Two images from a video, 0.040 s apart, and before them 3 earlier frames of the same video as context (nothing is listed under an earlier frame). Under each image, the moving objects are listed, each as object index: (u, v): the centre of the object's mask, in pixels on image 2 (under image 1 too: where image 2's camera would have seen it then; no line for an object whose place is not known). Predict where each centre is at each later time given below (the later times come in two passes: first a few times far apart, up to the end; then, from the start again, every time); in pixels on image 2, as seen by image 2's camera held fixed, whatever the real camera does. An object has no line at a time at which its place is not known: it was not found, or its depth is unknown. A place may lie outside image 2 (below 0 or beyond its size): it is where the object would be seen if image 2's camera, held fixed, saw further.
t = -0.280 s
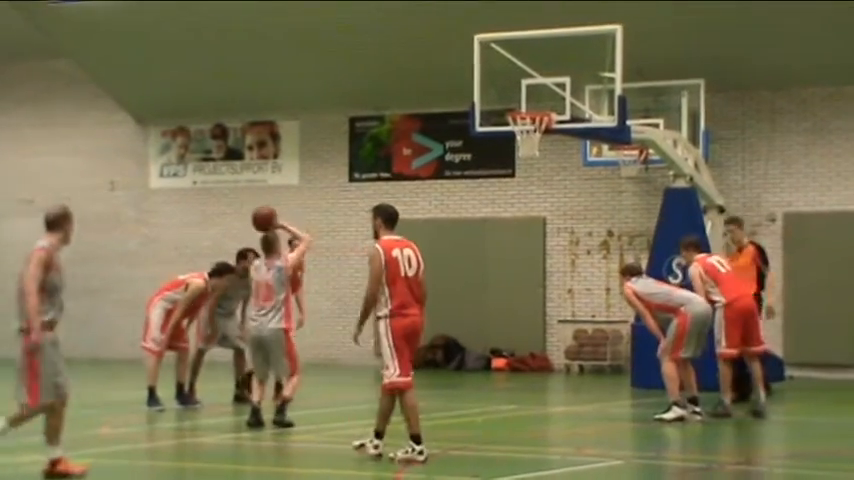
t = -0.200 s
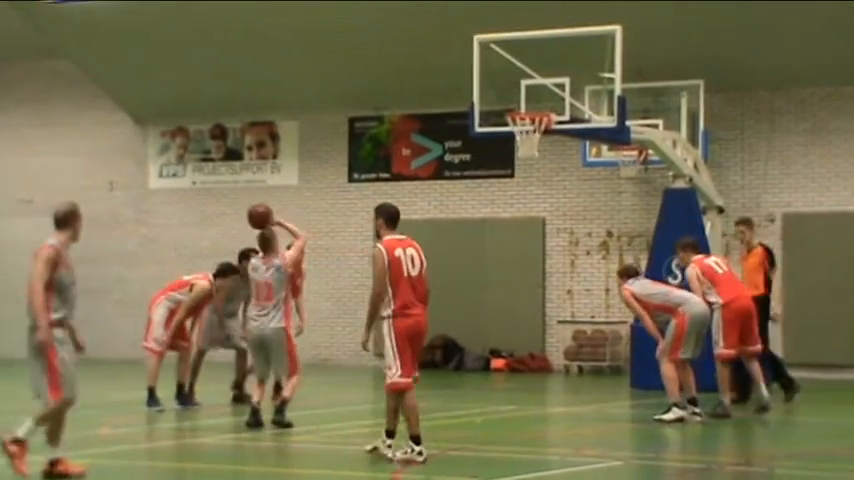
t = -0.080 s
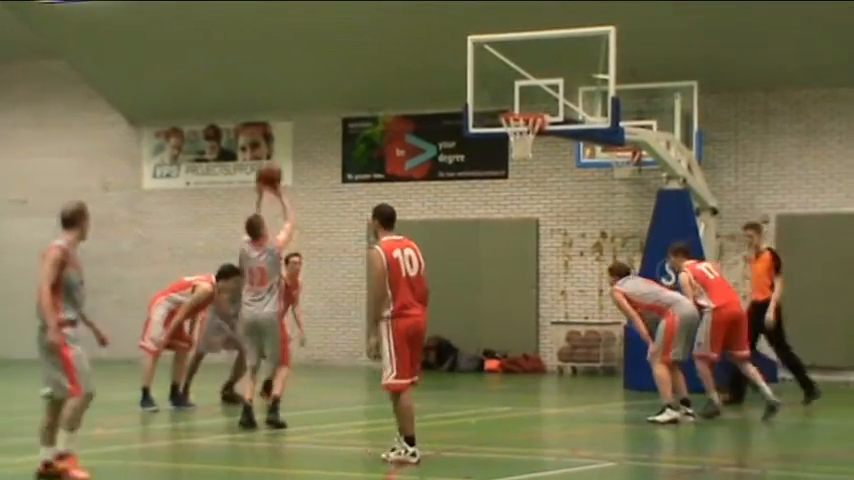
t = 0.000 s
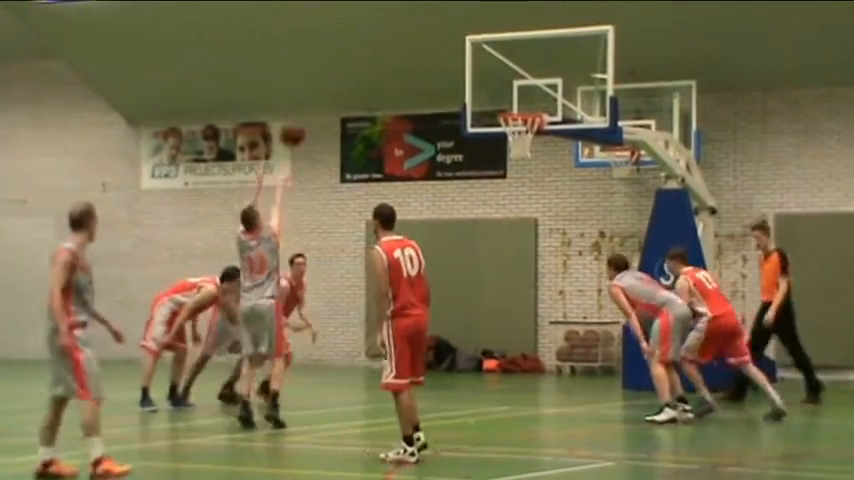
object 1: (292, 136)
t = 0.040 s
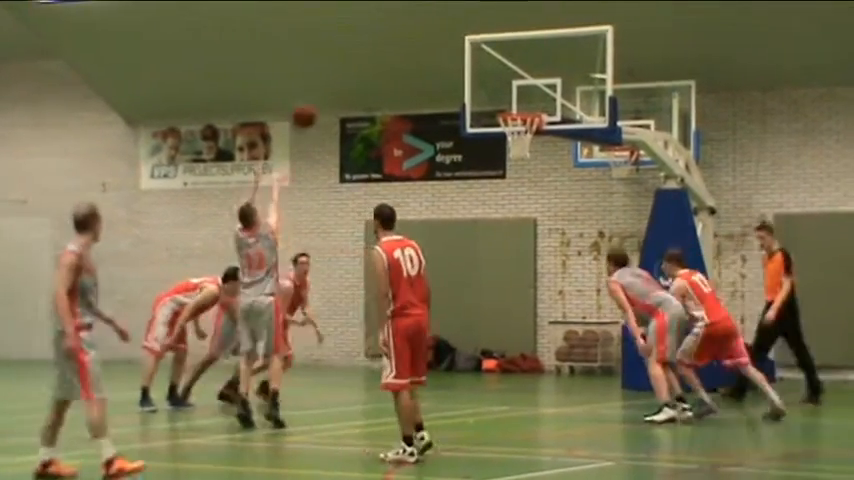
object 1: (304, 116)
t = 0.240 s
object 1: (362, 52)
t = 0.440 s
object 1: (418, 34)
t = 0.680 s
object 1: (481, 62)
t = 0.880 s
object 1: (523, 123)
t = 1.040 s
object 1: (515, 171)
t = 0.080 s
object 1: (314, 98)
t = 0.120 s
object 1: (329, 84)
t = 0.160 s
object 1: (339, 71)
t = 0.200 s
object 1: (351, 61)
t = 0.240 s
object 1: (362, 52)
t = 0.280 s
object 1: (375, 45)
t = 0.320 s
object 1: (387, 40)
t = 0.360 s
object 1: (397, 37)
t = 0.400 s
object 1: (409, 35)
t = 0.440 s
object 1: (418, 34)
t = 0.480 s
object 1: (430, 34)
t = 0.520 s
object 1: (441, 38)
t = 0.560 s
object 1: (450, 42)
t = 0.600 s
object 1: (461, 47)
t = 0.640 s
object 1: (472, 54)
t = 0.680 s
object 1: (481, 62)
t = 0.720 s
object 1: (491, 72)
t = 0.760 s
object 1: (499, 85)
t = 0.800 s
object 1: (508, 95)
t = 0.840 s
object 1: (518, 105)
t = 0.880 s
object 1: (523, 123)
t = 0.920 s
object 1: (521, 137)
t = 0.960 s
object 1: (519, 148)
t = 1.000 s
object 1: (517, 158)
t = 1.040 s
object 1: (515, 171)
